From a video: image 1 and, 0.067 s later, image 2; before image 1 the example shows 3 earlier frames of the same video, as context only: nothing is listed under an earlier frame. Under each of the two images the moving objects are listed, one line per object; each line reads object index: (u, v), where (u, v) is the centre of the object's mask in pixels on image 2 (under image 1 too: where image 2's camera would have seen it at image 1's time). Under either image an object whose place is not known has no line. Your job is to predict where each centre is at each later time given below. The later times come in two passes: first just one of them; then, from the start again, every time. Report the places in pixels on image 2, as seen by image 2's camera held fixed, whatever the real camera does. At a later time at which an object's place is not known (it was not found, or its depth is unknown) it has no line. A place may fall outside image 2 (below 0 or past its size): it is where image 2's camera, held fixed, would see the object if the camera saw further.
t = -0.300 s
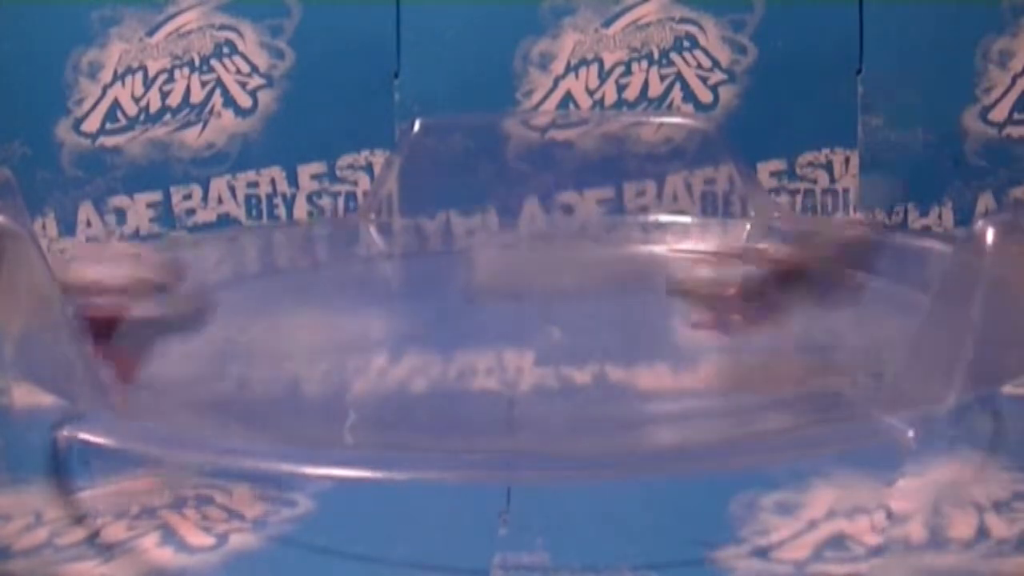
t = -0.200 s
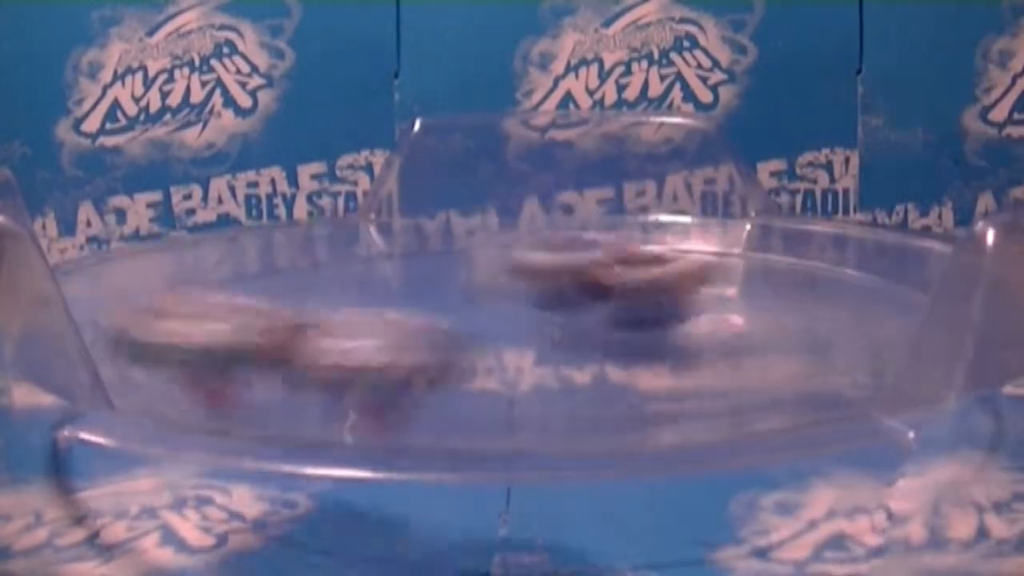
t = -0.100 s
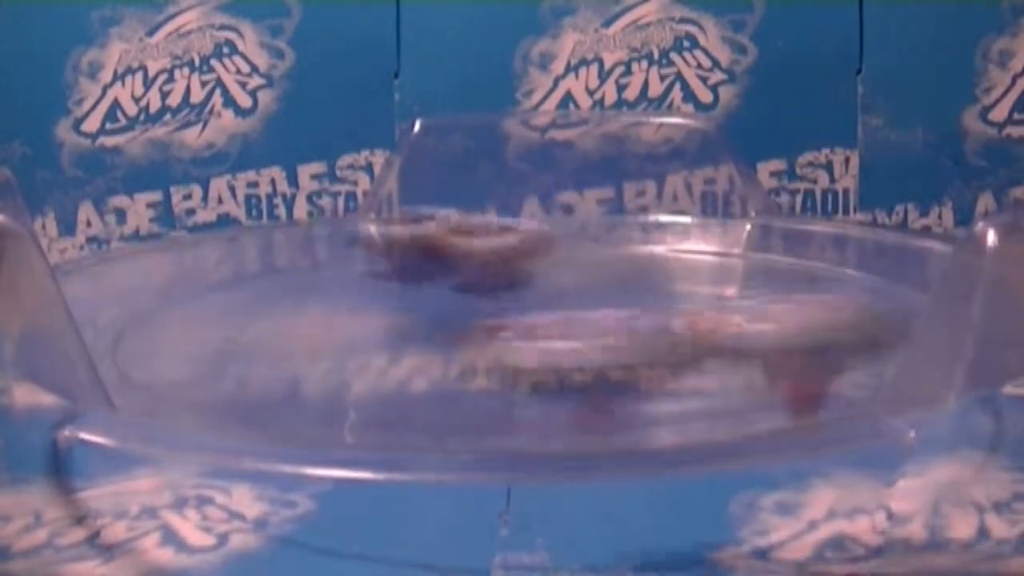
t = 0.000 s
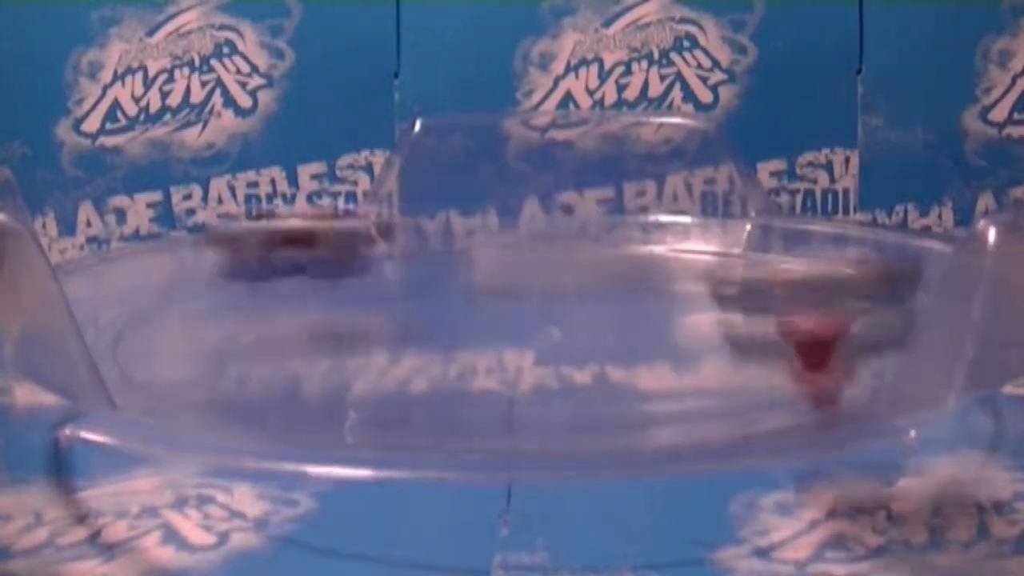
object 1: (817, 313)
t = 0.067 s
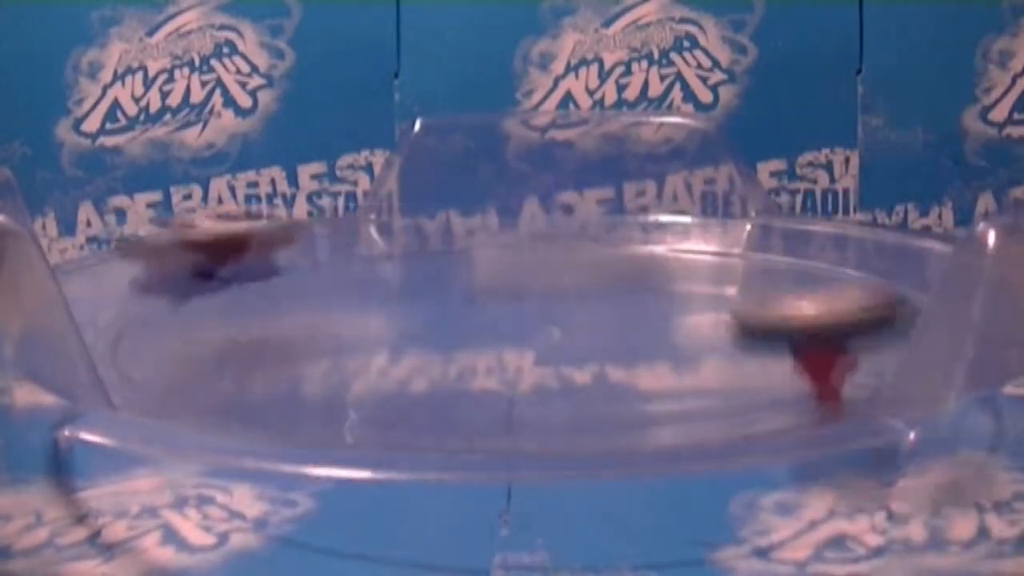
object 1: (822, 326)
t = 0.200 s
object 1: (685, 279)
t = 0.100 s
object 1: (819, 324)
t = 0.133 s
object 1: (795, 312)
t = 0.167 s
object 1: (746, 295)
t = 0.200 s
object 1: (685, 279)
